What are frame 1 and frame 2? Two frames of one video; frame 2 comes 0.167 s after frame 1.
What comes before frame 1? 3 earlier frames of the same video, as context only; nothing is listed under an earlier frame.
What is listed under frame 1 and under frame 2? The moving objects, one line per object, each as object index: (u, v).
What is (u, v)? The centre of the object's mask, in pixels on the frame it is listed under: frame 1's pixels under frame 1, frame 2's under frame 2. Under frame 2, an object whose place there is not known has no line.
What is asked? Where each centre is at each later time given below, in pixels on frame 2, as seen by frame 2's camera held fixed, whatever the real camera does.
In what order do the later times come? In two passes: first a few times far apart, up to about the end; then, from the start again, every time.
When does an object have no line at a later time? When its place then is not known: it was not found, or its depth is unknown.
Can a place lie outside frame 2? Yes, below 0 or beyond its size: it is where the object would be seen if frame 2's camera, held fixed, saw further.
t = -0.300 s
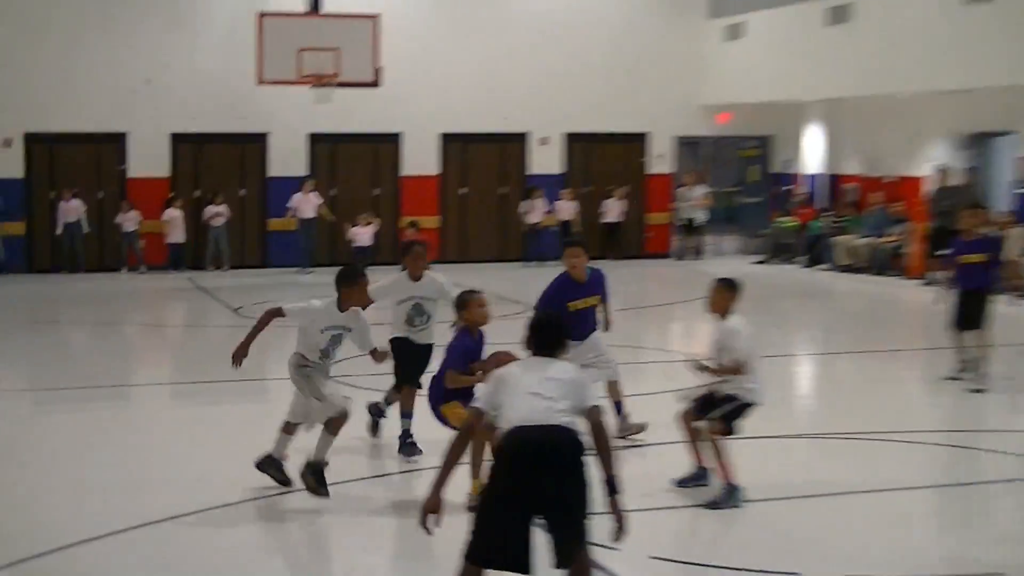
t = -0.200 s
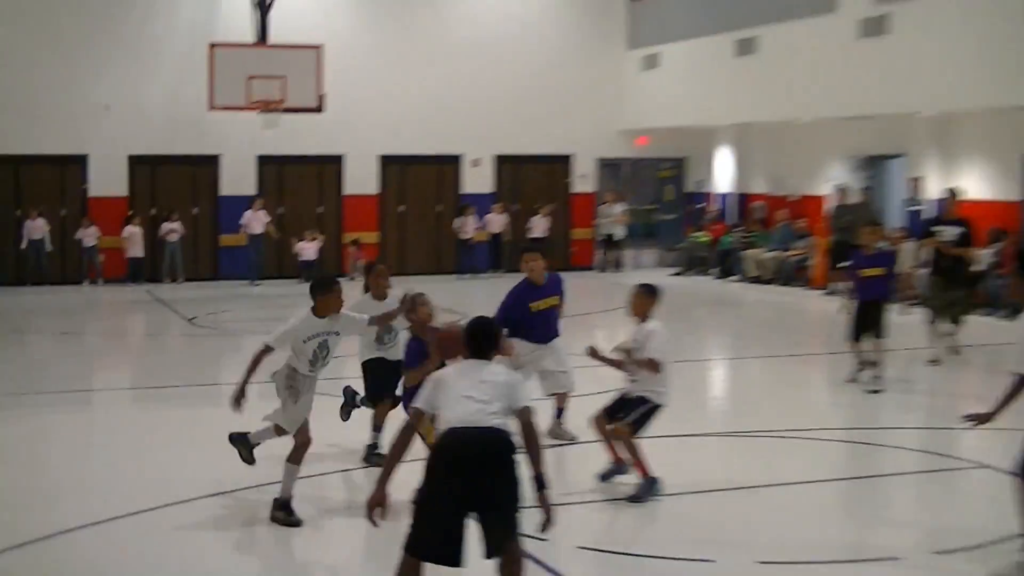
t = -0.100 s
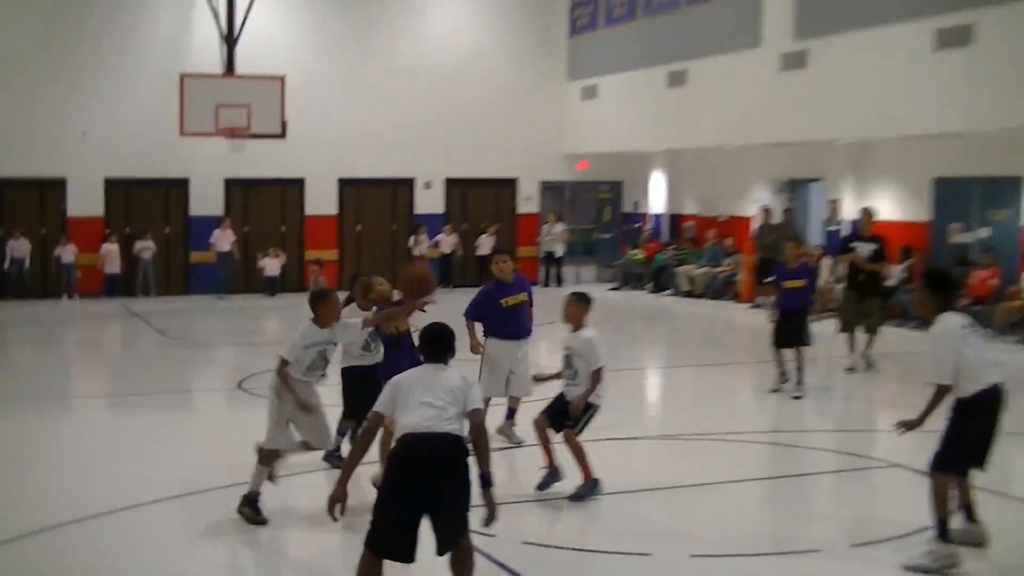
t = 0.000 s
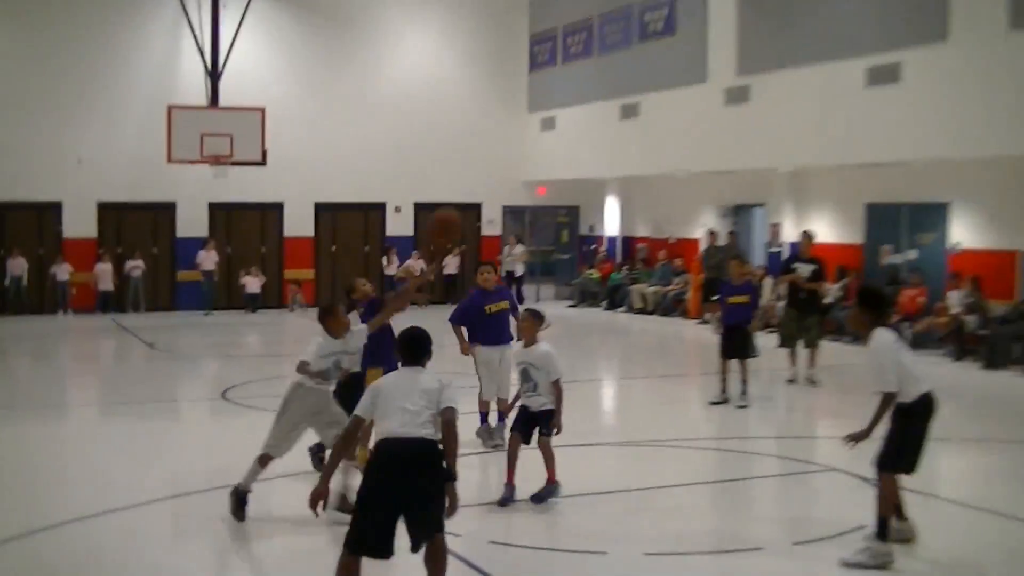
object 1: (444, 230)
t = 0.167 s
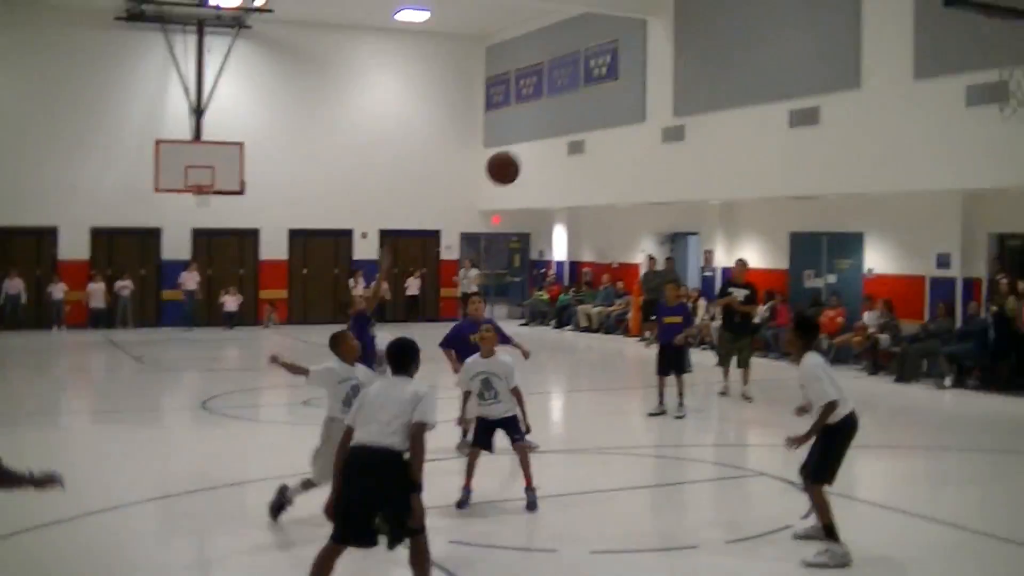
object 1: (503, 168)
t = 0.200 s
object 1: (522, 156)
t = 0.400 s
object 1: (630, 117)
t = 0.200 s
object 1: (522, 156)
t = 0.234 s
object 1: (541, 146)
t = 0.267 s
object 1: (559, 137)
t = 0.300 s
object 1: (577, 130)
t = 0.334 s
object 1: (595, 124)
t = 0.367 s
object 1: (613, 120)
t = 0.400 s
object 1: (630, 117)
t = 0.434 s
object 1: (649, 116)
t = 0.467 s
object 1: (668, 116)
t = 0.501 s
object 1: (687, 118)
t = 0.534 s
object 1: (706, 122)
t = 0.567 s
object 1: (728, 127)
